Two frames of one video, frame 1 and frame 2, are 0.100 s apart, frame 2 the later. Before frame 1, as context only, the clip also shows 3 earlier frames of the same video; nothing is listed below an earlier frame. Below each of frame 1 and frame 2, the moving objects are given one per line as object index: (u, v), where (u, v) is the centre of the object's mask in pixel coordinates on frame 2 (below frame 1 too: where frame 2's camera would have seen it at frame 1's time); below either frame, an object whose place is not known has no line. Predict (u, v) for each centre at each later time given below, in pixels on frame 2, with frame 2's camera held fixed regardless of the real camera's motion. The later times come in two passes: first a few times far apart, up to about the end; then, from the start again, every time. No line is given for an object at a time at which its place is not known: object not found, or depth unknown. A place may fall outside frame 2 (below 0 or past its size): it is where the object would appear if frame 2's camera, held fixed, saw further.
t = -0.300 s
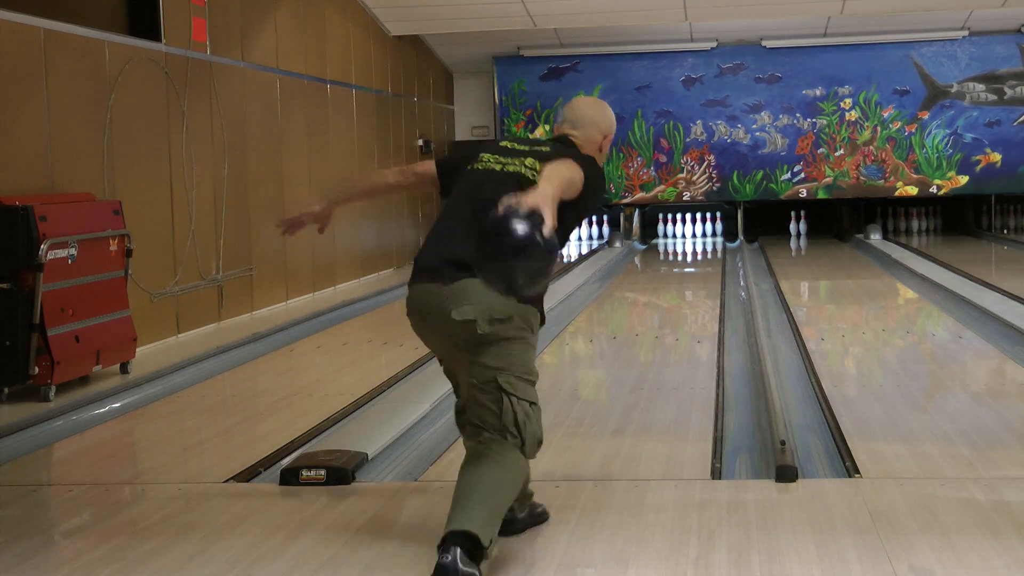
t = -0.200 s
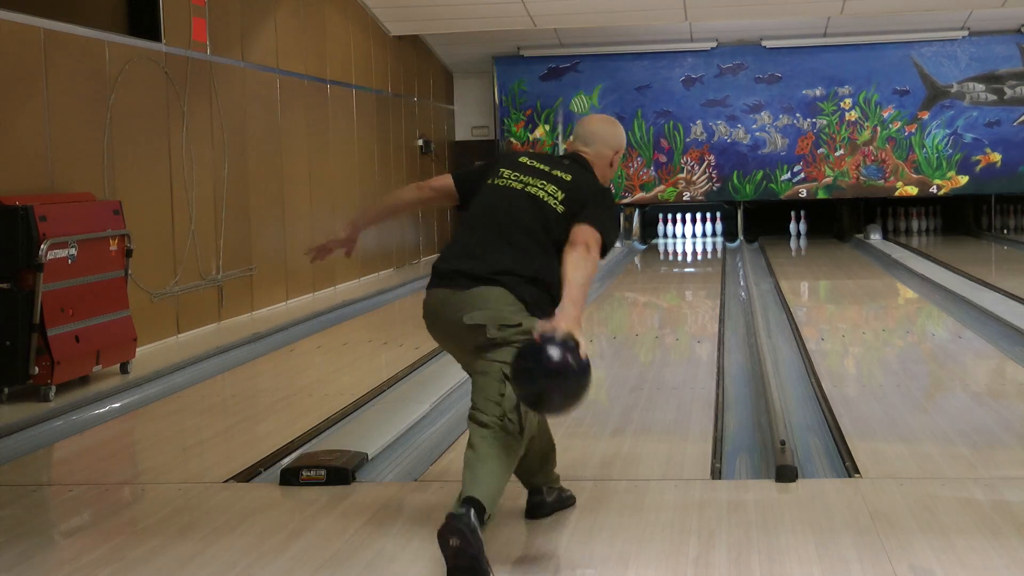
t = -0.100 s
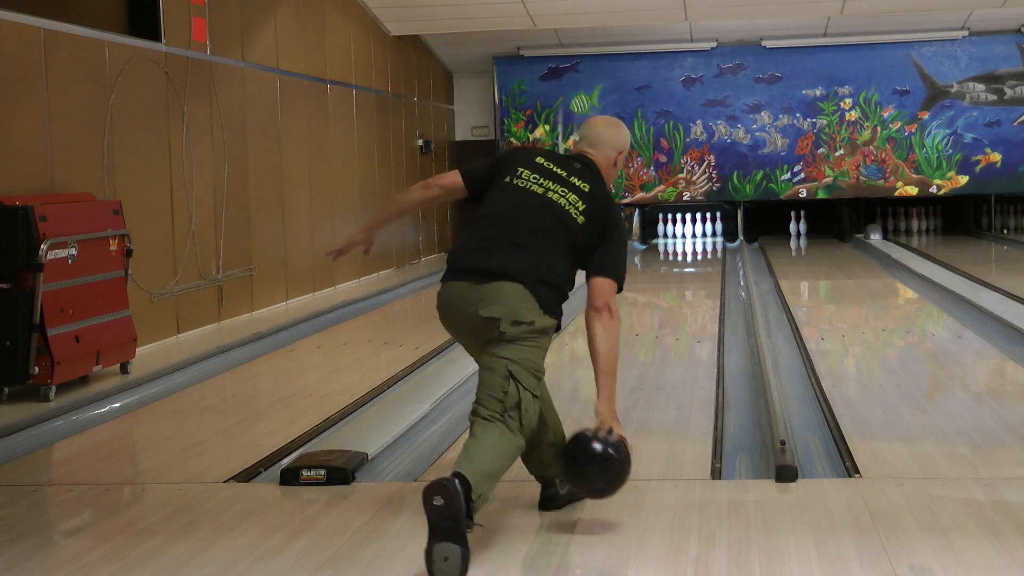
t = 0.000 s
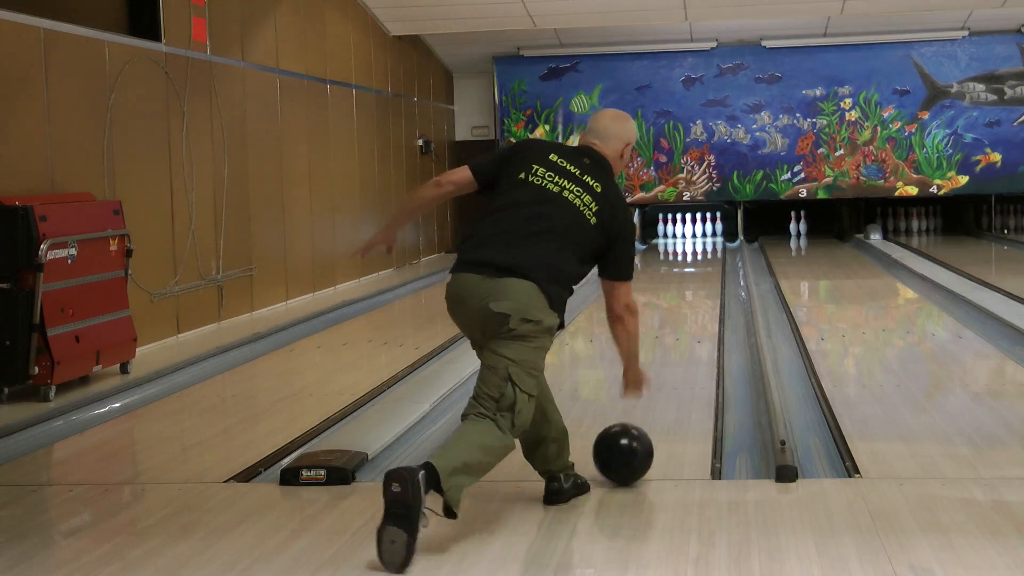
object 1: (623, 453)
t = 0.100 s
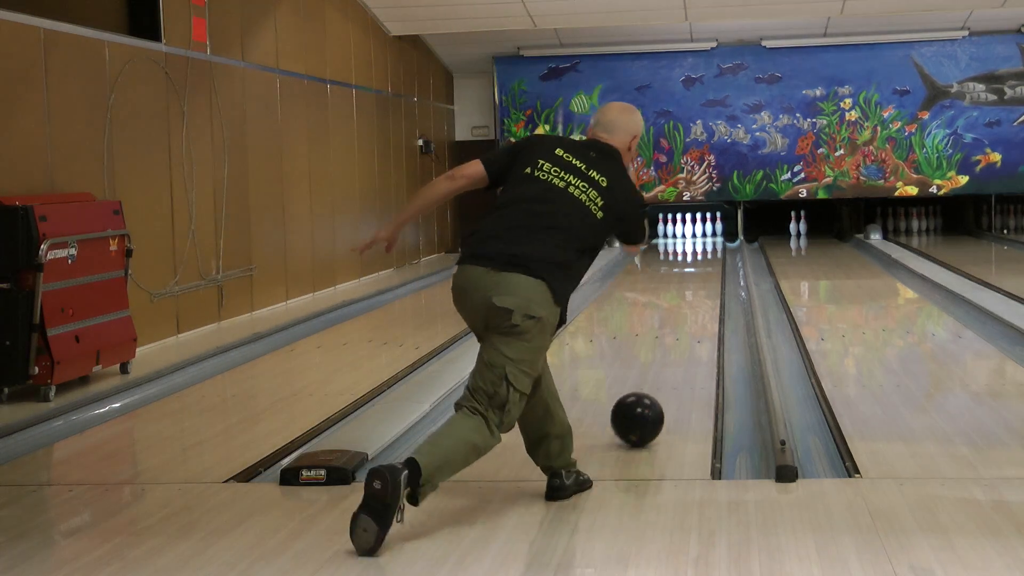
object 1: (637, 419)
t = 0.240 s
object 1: (652, 381)
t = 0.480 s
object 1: (668, 336)
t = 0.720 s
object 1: (679, 307)
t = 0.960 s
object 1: (685, 287)
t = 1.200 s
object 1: (689, 272)
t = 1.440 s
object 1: (693, 259)
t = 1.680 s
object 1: (694, 250)
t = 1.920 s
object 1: (695, 243)
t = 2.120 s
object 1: (694, 238)
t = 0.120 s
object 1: (640, 413)
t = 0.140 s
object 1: (642, 407)
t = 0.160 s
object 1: (644, 401)
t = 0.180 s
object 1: (646, 396)
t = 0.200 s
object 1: (648, 391)
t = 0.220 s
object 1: (650, 386)
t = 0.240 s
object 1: (652, 381)
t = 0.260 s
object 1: (654, 376)
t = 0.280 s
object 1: (655, 372)
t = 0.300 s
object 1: (657, 368)
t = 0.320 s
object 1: (658, 364)
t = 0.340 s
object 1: (660, 360)
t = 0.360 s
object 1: (661, 356)
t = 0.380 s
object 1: (662, 352)
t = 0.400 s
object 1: (664, 349)
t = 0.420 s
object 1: (665, 345)
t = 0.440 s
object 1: (666, 342)
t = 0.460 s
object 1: (667, 339)
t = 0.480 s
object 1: (668, 336)
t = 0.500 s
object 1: (669, 333)
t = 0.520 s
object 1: (670, 330)
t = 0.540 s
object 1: (671, 327)
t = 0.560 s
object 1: (672, 325)
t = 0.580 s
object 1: (673, 322)
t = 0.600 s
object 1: (674, 320)
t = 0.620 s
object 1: (674, 317)
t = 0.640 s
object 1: (675, 315)
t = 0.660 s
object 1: (676, 313)
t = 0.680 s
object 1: (677, 311)
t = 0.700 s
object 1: (678, 309)
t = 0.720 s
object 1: (679, 307)
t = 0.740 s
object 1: (679, 305)
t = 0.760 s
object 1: (680, 303)
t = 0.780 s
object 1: (680, 301)
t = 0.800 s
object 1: (681, 299)
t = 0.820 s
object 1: (681, 297)
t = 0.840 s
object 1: (682, 296)
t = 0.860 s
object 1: (682, 294)
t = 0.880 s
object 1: (683, 292)
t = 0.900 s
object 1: (684, 291)
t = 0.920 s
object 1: (684, 289)
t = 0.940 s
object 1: (685, 288)
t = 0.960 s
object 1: (685, 287)
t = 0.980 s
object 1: (685, 285)
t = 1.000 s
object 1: (686, 284)
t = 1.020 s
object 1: (686, 282)
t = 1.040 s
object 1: (687, 281)
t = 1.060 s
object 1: (687, 280)
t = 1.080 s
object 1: (687, 279)
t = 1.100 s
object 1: (688, 278)
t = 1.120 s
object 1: (688, 277)
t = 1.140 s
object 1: (688, 275)
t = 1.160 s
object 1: (689, 274)
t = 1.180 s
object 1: (689, 273)
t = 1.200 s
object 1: (689, 272)
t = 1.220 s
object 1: (690, 271)
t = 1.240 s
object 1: (690, 270)
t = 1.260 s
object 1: (690, 269)
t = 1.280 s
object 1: (691, 268)
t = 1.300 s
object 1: (691, 267)
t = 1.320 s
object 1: (691, 266)
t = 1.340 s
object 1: (691, 265)
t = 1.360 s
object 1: (691, 263)
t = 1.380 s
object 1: (692, 262)
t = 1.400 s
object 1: (692, 261)
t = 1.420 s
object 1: (692, 260)
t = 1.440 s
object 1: (693, 259)
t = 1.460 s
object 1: (693, 258)
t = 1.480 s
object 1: (693, 258)
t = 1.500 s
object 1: (693, 257)
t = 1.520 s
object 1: (693, 256)
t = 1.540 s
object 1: (693, 255)
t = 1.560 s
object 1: (693, 254)
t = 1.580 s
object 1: (693, 253)
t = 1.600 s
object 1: (693, 253)
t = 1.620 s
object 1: (694, 252)
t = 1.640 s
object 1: (694, 251)
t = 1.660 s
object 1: (694, 251)
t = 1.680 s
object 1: (694, 250)
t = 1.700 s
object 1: (694, 249)
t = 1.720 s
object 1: (694, 249)
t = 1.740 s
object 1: (694, 248)
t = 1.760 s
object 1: (695, 247)
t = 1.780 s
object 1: (694, 247)
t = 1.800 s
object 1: (695, 246)
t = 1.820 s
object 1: (695, 246)
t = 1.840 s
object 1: (695, 245)
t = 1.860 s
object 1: (695, 245)
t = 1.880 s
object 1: (695, 244)
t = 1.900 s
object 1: (695, 244)
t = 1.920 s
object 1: (695, 243)
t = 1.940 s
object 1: (695, 243)
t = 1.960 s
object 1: (695, 242)
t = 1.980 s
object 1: (695, 242)
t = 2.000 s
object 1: (695, 241)
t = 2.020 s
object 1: (695, 241)
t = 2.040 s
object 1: (695, 240)
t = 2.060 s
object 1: (694, 240)
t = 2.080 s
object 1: (694, 239)
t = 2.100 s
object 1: (694, 239)
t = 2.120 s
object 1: (694, 238)
